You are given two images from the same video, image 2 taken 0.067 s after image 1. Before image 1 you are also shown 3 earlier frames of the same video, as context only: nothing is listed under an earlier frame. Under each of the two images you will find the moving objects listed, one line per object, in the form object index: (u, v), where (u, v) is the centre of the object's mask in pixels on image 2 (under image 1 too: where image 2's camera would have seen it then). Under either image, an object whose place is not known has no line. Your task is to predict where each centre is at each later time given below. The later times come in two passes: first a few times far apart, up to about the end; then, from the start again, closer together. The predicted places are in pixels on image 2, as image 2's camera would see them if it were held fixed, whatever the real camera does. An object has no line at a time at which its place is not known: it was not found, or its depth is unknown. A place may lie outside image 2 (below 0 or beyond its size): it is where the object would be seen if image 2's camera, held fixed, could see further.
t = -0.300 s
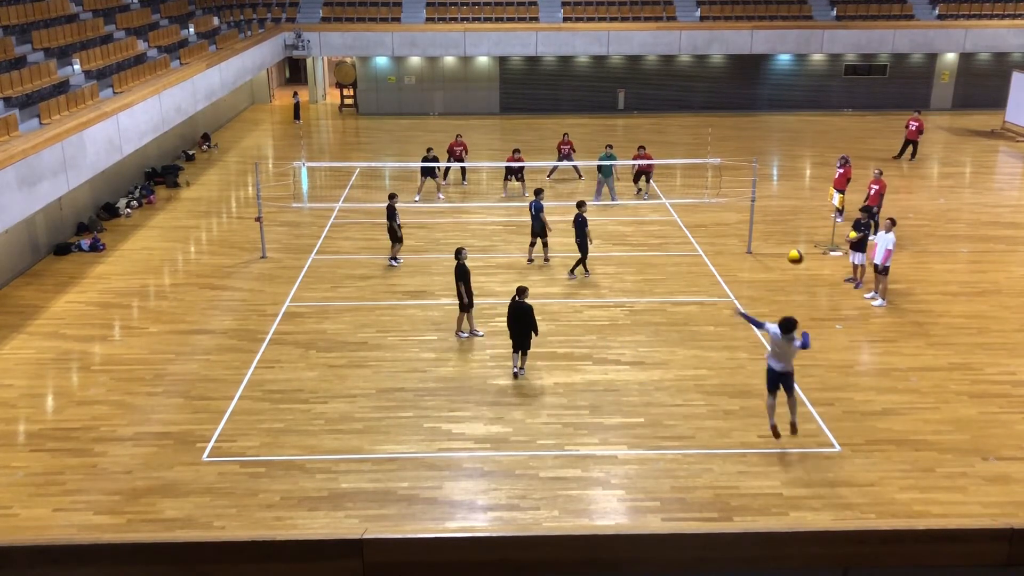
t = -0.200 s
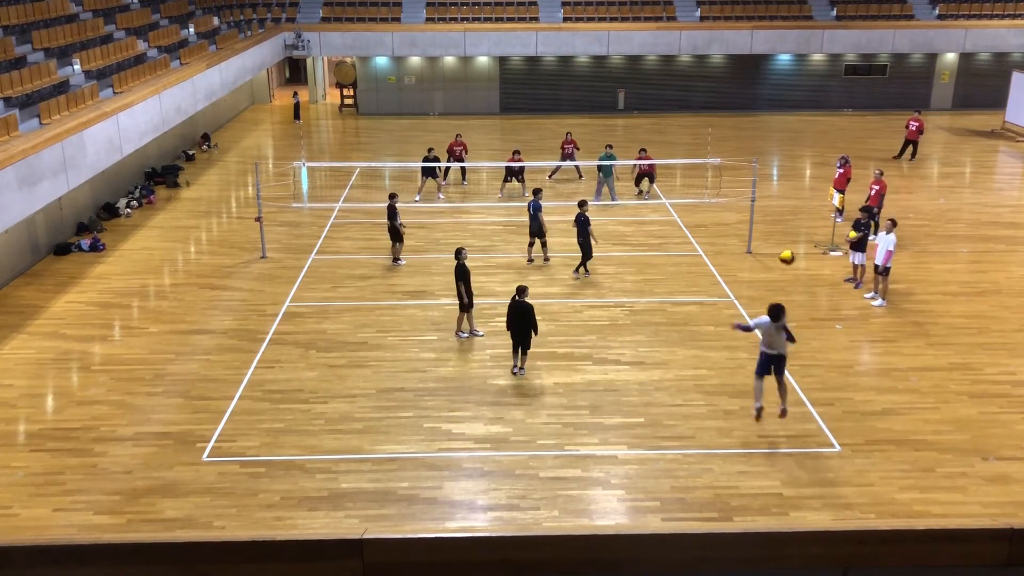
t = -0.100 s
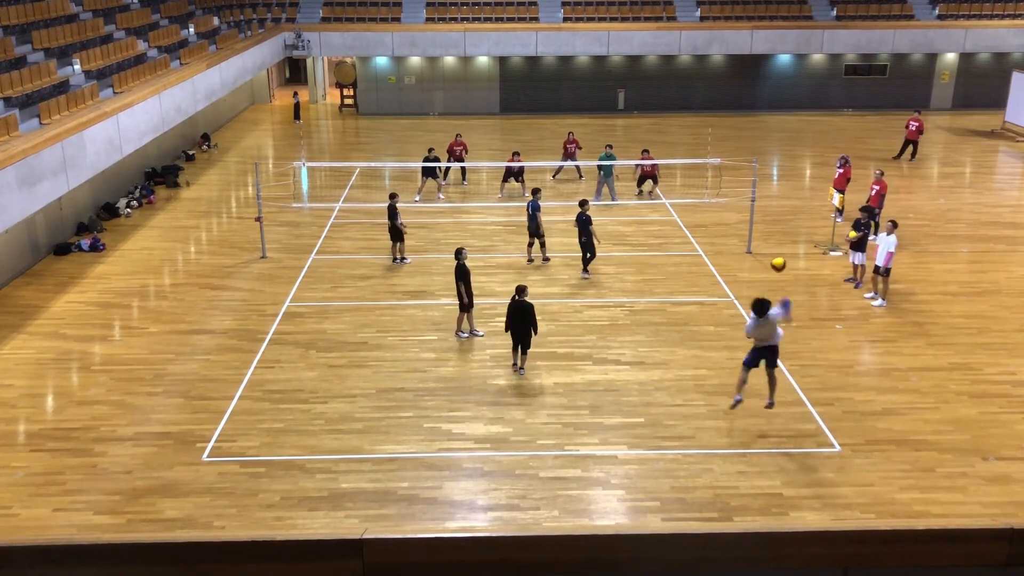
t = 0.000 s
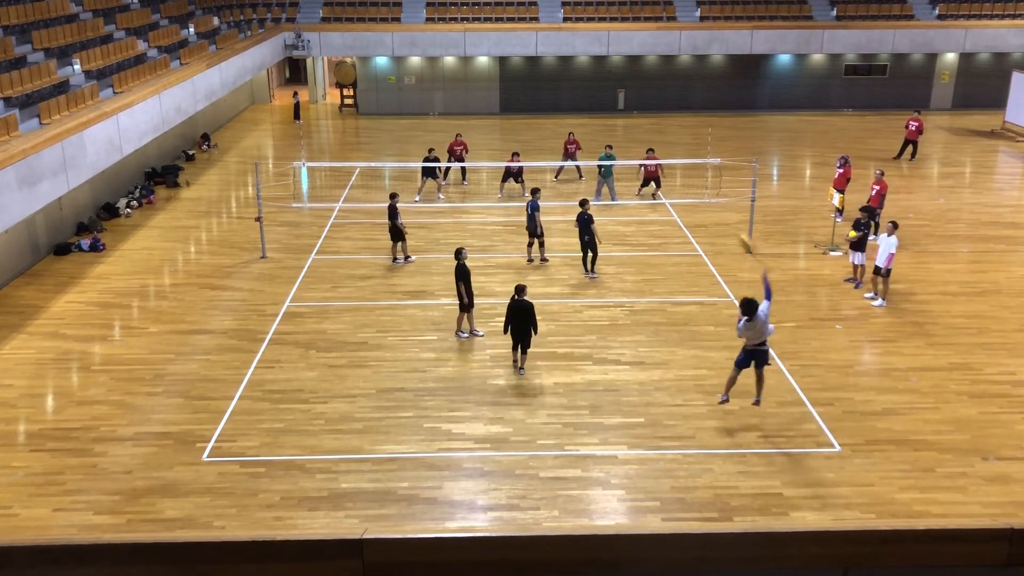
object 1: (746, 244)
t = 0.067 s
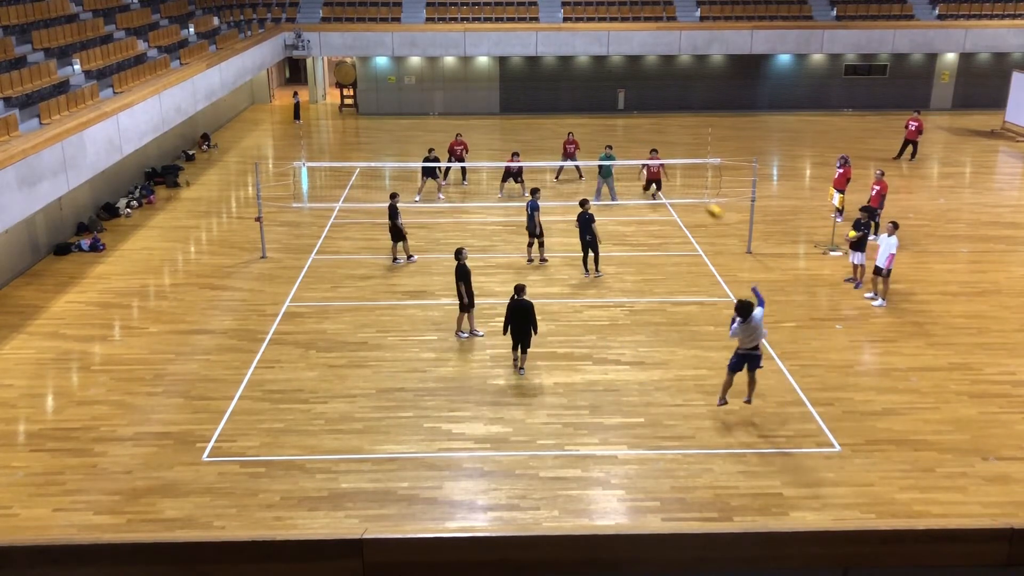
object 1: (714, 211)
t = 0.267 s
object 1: (631, 144)
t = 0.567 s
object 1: (540, 104)
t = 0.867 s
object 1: (476, 110)
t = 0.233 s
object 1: (642, 152)
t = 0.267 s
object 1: (631, 144)
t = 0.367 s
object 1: (597, 123)
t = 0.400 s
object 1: (586, 119)
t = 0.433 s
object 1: (576, 114)
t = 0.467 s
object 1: (565, 110)
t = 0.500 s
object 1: (557, 108)
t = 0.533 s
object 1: (548, 106)
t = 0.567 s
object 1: (540, 104)
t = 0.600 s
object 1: (531, 103)
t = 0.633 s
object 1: (523, 103)
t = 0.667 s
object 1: (516, 102)
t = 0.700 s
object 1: (509, 102)
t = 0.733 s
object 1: (502, 103)
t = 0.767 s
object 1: (495, 104)
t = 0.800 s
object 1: (488, 106)
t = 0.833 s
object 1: (482, 108)
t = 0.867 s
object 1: (476, 110)
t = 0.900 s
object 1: (470, 112)
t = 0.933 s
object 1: (464, 115)
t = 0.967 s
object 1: (459, 119)
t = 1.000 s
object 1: (454, 122)
